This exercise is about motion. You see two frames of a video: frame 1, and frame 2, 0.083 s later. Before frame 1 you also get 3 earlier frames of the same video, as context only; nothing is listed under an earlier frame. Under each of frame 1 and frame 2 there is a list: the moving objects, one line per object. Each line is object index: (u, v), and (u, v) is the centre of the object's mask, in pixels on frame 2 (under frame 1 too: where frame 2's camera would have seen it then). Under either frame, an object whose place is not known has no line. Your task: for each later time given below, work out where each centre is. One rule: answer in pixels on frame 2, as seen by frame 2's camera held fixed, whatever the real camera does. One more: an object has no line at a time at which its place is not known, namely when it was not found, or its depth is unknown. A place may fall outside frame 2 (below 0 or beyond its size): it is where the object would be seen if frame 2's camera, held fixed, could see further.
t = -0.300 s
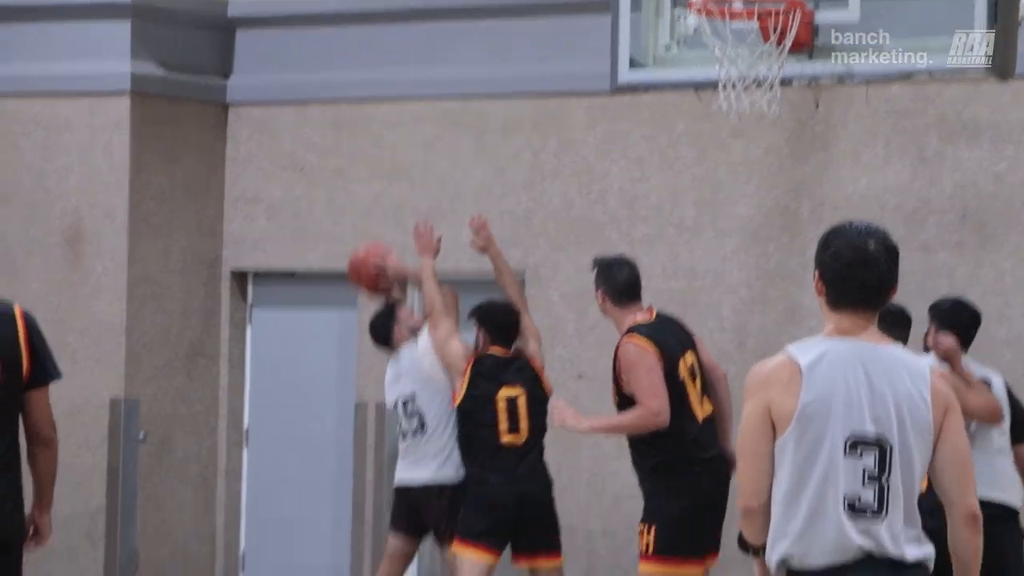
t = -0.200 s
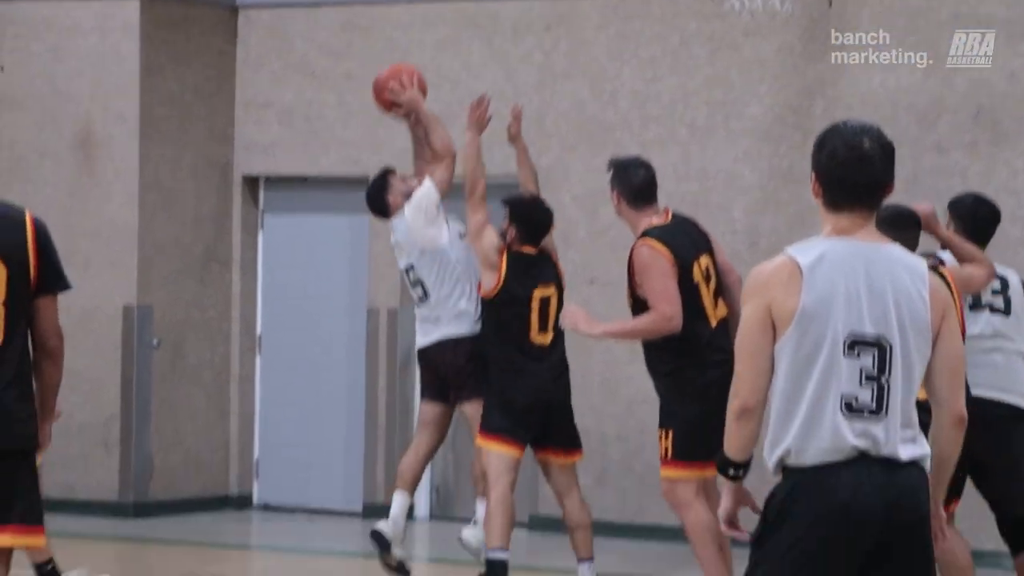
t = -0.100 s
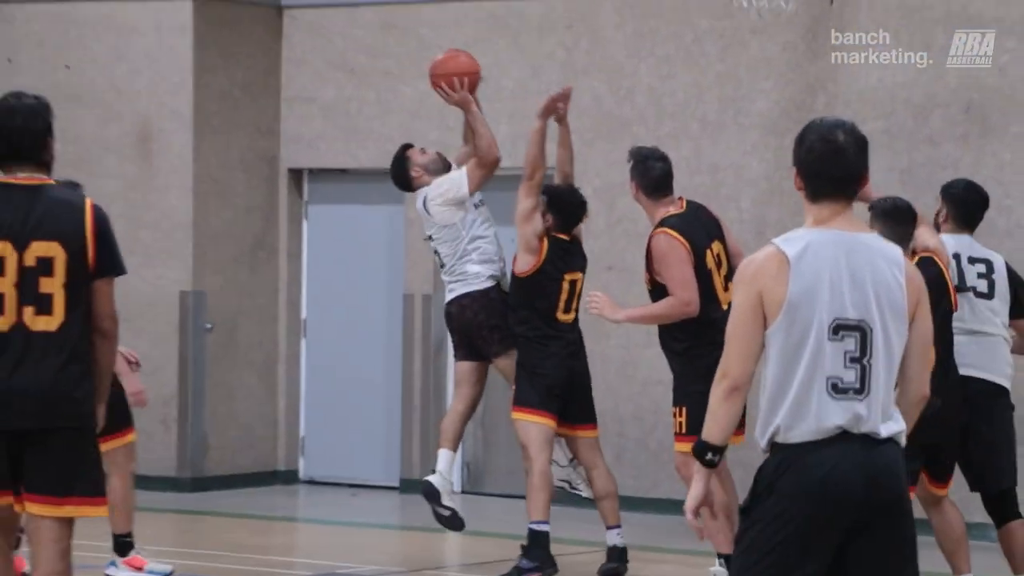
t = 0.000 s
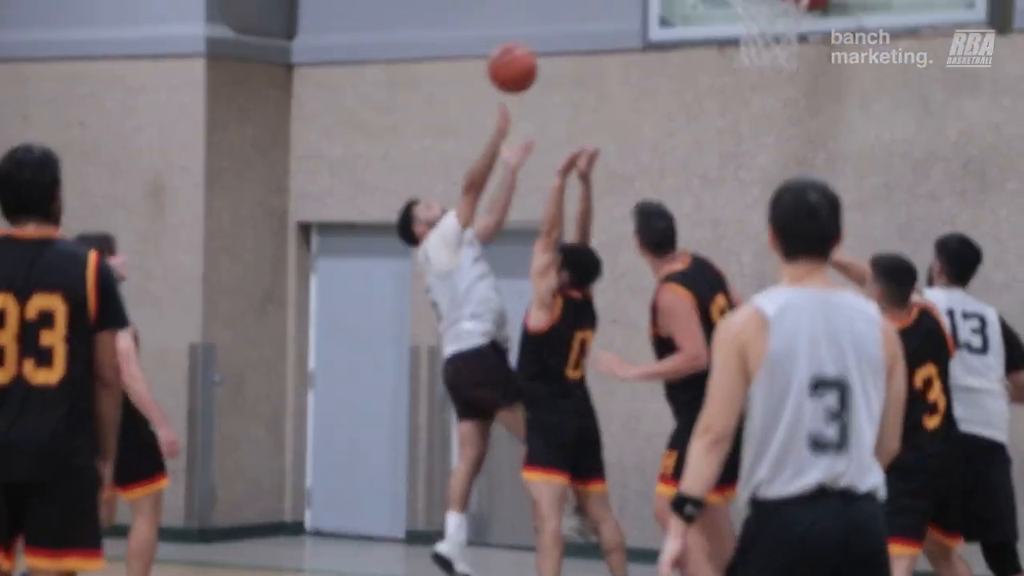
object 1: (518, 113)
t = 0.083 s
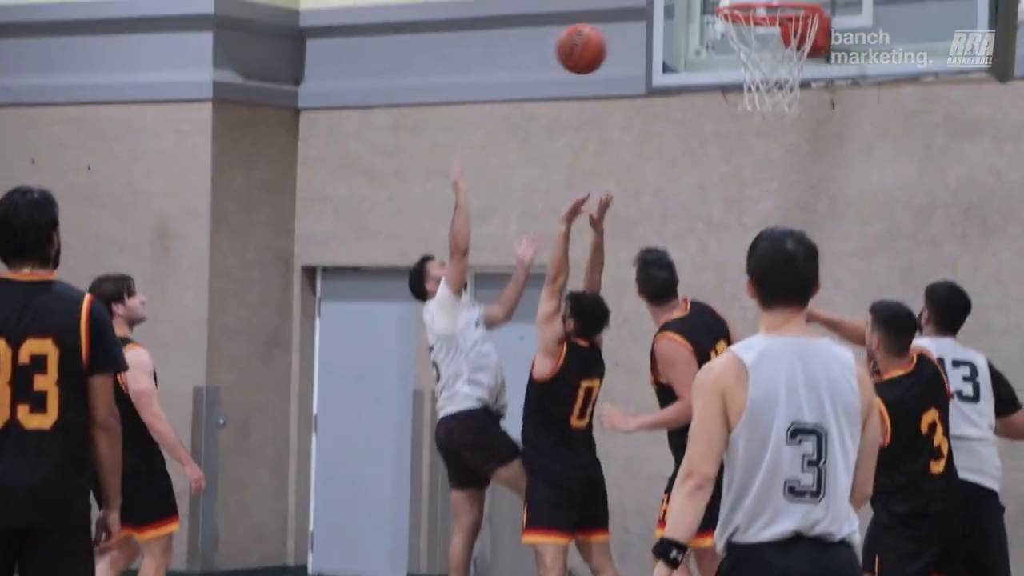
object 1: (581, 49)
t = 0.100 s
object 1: (594, 38)
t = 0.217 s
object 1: (686, -26)
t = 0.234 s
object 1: (698, -33)
